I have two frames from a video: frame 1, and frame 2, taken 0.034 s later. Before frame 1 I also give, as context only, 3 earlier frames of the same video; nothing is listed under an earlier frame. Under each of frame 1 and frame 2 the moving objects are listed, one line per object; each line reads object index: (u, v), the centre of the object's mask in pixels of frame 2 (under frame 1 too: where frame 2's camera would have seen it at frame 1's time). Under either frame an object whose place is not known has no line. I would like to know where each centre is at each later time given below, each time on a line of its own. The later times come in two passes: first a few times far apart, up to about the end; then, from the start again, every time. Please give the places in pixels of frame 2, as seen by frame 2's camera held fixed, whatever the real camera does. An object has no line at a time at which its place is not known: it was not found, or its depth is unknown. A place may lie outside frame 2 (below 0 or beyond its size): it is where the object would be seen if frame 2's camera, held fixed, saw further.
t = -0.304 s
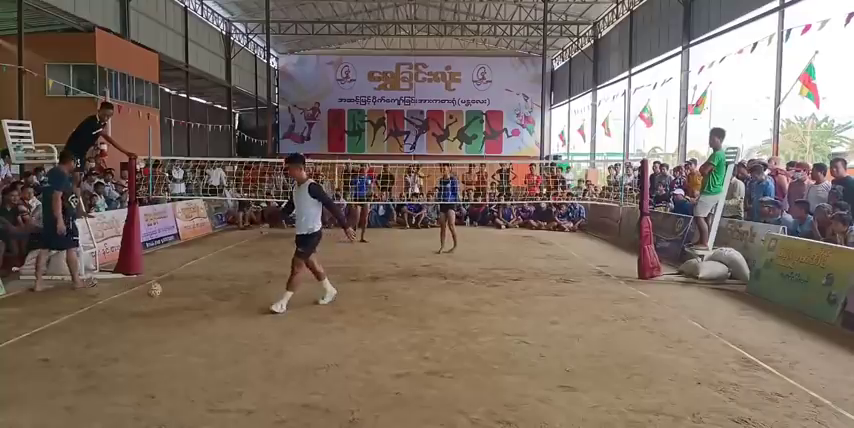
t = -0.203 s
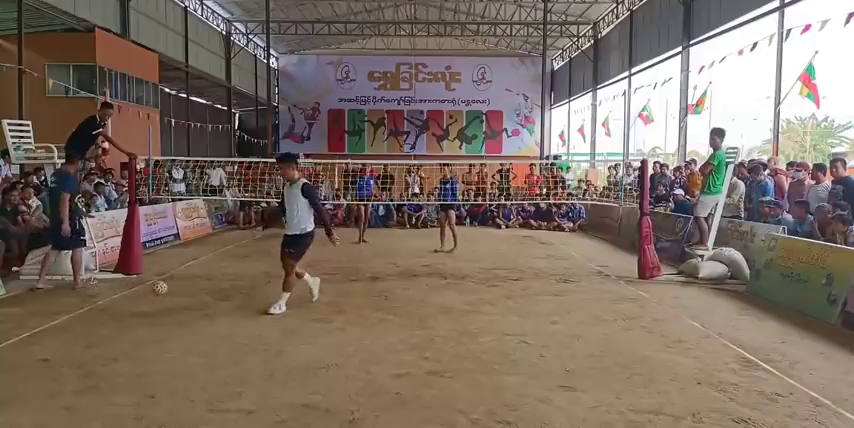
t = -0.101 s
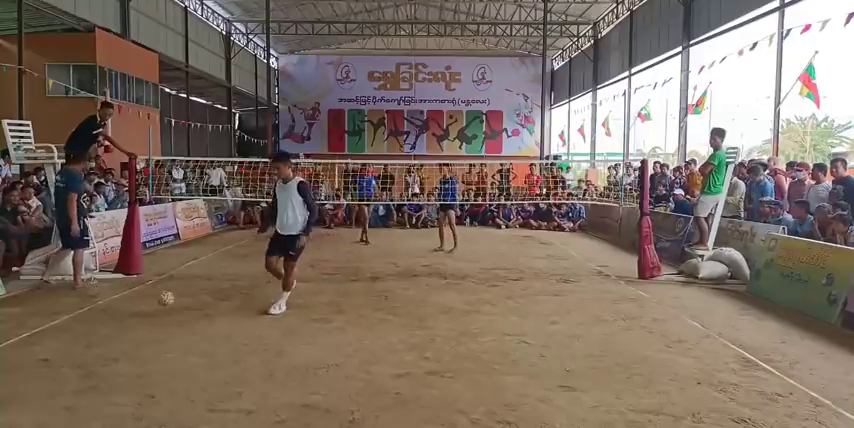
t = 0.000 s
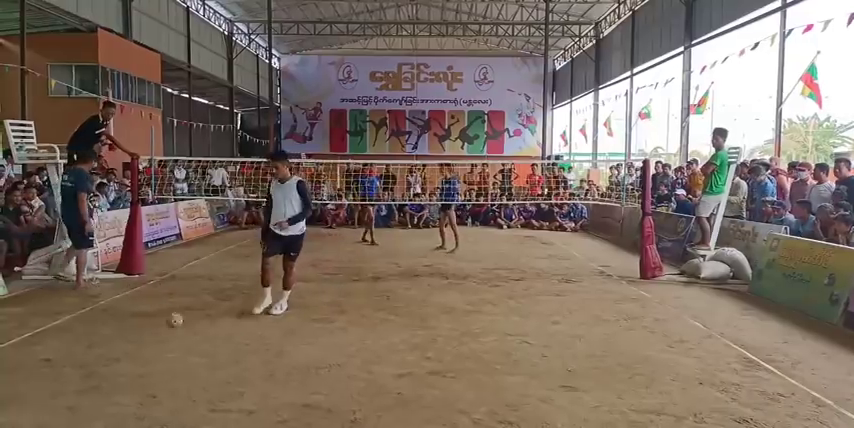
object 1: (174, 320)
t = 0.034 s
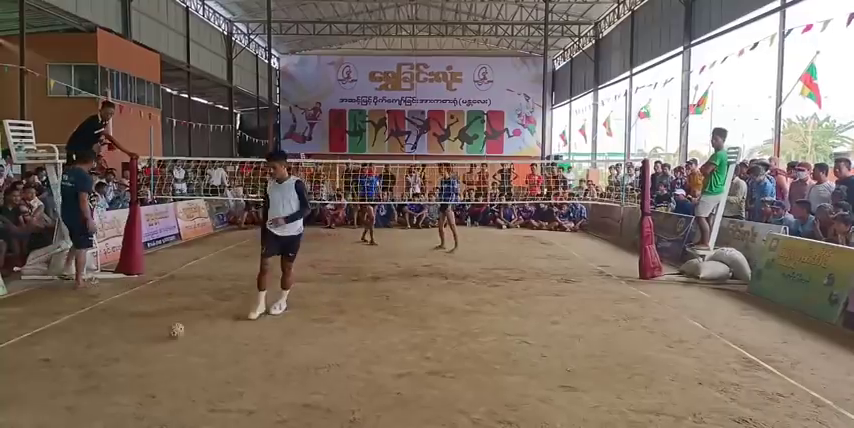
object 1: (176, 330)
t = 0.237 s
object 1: (195, 319)
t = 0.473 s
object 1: (221, 344)
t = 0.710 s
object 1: (249, 358)
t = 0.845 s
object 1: (265, 366)
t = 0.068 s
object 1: (178, 328)
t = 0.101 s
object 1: (182, 324)
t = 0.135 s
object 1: (187, 320)
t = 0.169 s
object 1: (189, 319)
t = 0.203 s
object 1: (192, 318)
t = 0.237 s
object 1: (195, 319)
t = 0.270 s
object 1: (200, 322)
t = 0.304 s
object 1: (203, 325)
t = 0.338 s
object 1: (207, 331)
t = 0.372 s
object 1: (211, 338)
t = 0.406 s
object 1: (214, 346)
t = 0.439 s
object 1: (217, 344)
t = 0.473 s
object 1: (221, 344)
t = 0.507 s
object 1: (225, 343)
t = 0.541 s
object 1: (229, 343)
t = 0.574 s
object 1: (233, 346)
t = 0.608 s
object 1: (237, 349)
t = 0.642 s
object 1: (241, 355)
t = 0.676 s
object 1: (245, 360)
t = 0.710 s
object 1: (249, 358)
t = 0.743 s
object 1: (253, 357)
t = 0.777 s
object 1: (256, 358)
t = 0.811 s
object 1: (260, 361)
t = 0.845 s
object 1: (265, 366)
